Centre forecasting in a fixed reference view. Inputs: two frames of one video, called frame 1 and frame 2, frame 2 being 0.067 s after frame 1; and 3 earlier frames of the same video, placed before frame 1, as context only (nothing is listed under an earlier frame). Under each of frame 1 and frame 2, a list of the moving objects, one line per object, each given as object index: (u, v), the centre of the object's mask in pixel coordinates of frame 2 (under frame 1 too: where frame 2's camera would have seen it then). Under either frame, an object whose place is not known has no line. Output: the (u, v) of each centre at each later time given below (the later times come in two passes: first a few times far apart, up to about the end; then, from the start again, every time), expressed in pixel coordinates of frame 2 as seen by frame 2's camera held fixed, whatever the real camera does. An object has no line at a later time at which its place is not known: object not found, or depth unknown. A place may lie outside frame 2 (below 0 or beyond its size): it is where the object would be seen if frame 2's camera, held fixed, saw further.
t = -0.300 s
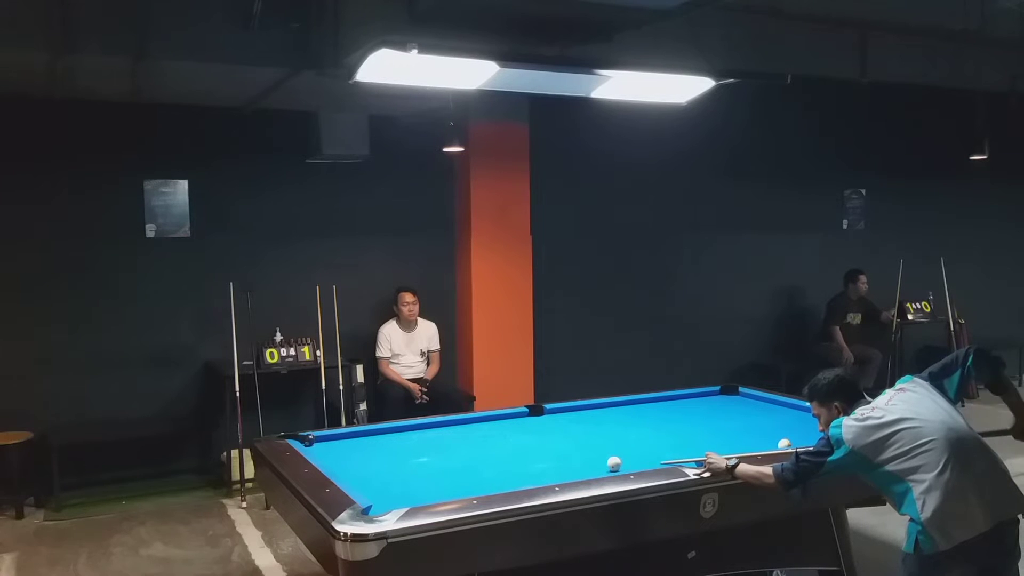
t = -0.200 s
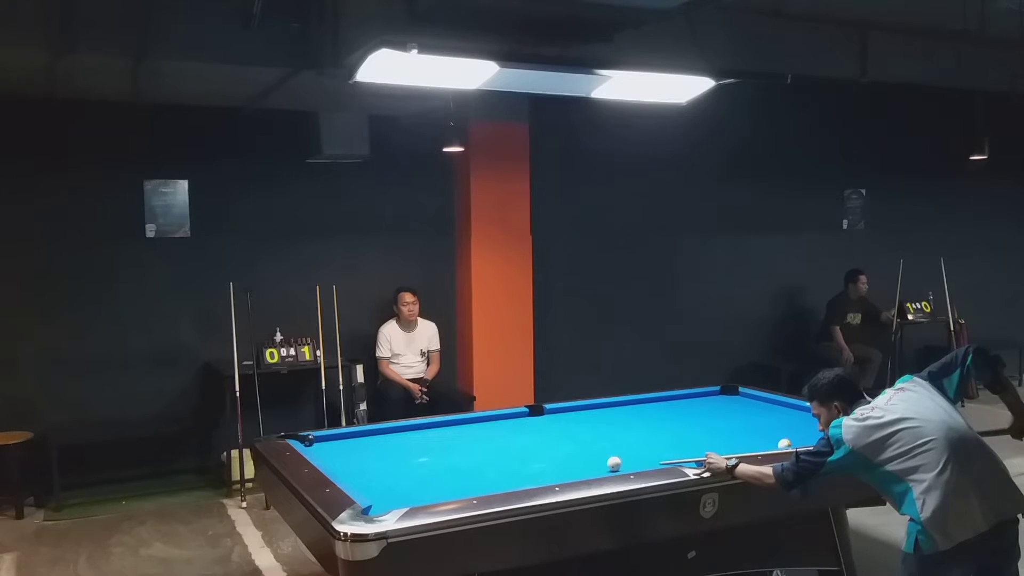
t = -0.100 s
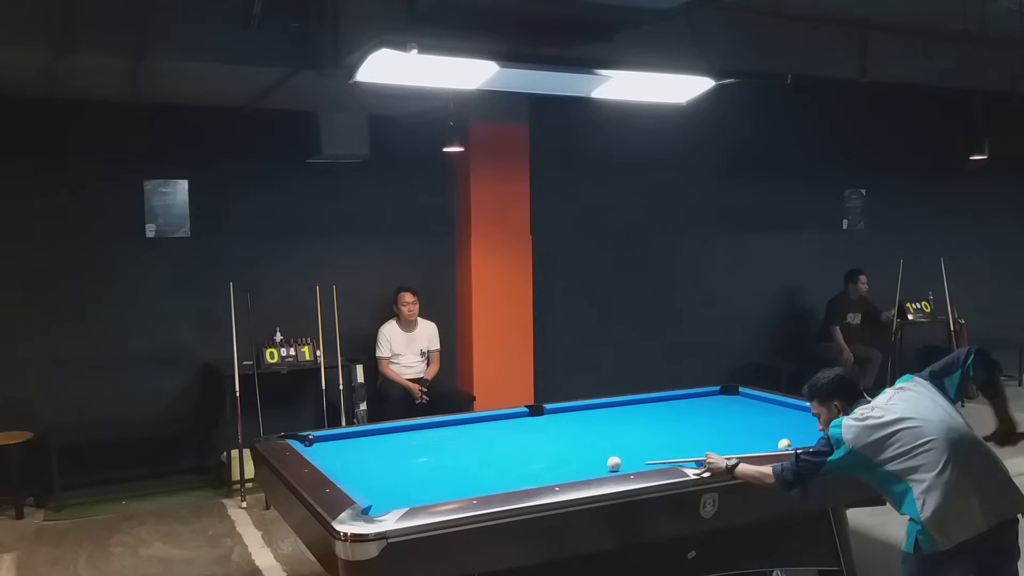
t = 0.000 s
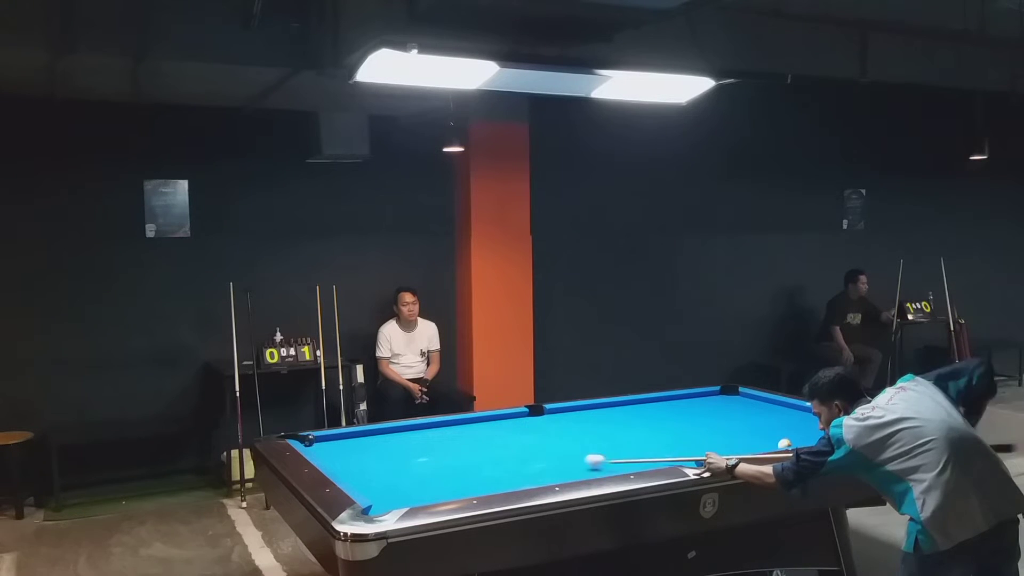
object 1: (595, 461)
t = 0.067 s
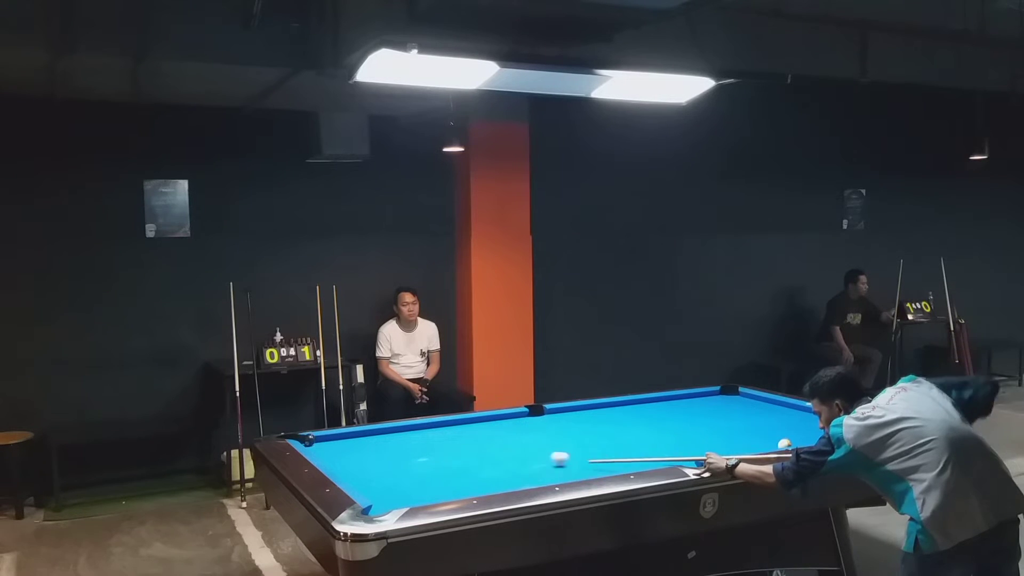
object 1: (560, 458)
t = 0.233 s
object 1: (488, 453)
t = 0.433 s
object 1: (413, 446)
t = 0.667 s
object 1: (331, 440)
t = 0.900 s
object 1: (328, 439)
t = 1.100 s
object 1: (332, 441)
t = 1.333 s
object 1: (336, 442)
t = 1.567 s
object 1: (340, 444)
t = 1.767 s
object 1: (343, 445)
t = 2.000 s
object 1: (345, 446)
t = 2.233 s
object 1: (347, 447)
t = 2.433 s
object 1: (349, 448)
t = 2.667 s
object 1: (350, 449)
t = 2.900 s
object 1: (350, 450)
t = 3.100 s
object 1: (350, 450)
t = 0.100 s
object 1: (543, 457)
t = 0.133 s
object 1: (528, 456)
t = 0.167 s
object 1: (514, 455)
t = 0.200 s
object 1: (501, 454)
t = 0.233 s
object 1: (488, 453)
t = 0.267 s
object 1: (475, 452)
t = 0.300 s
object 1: (462, 451)
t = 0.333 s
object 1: (450, 449)
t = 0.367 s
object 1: (437, 448)
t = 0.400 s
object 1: (425, 447)
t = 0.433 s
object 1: (413, 446)
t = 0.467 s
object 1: (401, 446)
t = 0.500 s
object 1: (388, 445)
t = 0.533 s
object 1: (377, 444)
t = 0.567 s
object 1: (365, 443)
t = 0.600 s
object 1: (354, 442)
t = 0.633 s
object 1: (342, 441)
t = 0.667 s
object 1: (331, 440)
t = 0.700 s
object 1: (322, 439)
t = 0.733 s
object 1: (322, 439)
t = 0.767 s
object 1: (323, 438)
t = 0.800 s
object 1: (325, 438)
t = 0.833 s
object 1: (326, 439)
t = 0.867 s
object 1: (327, 439)
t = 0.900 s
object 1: (328, 439)
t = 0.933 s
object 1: (329, 439)
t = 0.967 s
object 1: (329, 440)
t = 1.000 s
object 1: (330, 440)
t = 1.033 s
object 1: (331, 440)
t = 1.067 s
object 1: (331, 440)
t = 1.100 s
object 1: (332, 441)
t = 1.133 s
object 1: (333, 441)
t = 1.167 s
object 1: (333, 441)
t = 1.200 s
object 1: (334, 441)
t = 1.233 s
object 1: (335, 442)
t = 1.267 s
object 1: (335, 442)
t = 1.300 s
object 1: (336, 442)
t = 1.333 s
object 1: (336, 442)
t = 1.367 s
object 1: (337, 443)
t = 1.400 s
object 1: (337, 443)
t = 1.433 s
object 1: (338, 443)
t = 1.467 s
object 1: (339, 443)
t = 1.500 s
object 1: (339, 443)
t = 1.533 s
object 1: (340, 444)
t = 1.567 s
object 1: (340, 444)
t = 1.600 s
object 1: (340, 444)
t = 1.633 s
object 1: (341, 444)
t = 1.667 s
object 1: (341, 445)
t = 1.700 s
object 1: (342, 445)
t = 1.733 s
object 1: (342, 445)
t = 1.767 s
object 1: (343, 445)
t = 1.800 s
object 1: (343, 445)
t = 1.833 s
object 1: (343, 445)
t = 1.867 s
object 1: (344, 446)
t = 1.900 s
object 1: (344, 446)
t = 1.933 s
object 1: (344, 446)
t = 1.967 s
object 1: (345, 446)
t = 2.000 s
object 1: (345, 446)
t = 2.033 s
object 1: (345, 446)
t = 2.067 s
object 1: (346, 447)
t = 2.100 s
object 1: (346, 447)
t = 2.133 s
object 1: (346, 447)
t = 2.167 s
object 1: (346, 447)
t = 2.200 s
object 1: (347, 447)
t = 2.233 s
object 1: (347, 447)
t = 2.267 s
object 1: (347, 448)
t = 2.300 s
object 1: (348, 448)
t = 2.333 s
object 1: (348, 448)
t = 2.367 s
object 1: (348, 448)
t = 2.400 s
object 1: (348, 448)
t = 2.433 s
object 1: (349, 448)
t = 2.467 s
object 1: (349, 448)
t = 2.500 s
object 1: (349, 448)
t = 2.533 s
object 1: (349, 449)
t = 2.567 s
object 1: (349, 449)
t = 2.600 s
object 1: (349, 449)
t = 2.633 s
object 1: (349, 449)
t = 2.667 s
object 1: (350, 449)
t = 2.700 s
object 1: (350, 449)
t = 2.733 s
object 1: (350, 449)
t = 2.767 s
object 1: (350, 449)
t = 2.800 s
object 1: (350, 449)
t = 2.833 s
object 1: (350, 449)
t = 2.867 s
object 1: (350, 450)
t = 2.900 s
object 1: (350, 450)
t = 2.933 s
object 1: (350, 450)
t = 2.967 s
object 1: (350, 450)
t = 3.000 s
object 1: (350, 450)
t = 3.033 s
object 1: (350, 450)
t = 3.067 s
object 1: (350, 450)
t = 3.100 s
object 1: (350, 450)
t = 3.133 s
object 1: (350, 450)
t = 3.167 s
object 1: (350, 450)
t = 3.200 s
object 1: (350, 450)
